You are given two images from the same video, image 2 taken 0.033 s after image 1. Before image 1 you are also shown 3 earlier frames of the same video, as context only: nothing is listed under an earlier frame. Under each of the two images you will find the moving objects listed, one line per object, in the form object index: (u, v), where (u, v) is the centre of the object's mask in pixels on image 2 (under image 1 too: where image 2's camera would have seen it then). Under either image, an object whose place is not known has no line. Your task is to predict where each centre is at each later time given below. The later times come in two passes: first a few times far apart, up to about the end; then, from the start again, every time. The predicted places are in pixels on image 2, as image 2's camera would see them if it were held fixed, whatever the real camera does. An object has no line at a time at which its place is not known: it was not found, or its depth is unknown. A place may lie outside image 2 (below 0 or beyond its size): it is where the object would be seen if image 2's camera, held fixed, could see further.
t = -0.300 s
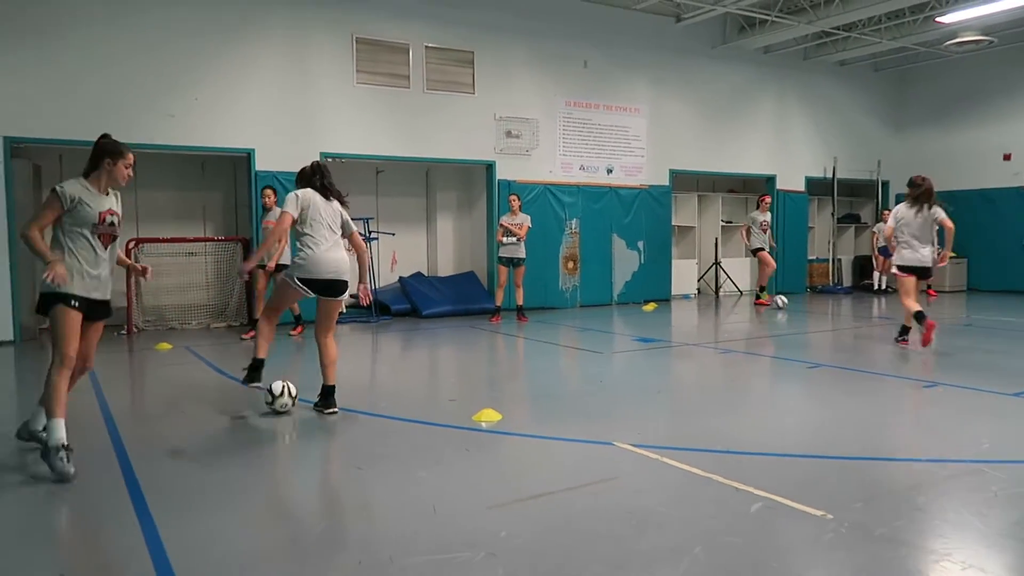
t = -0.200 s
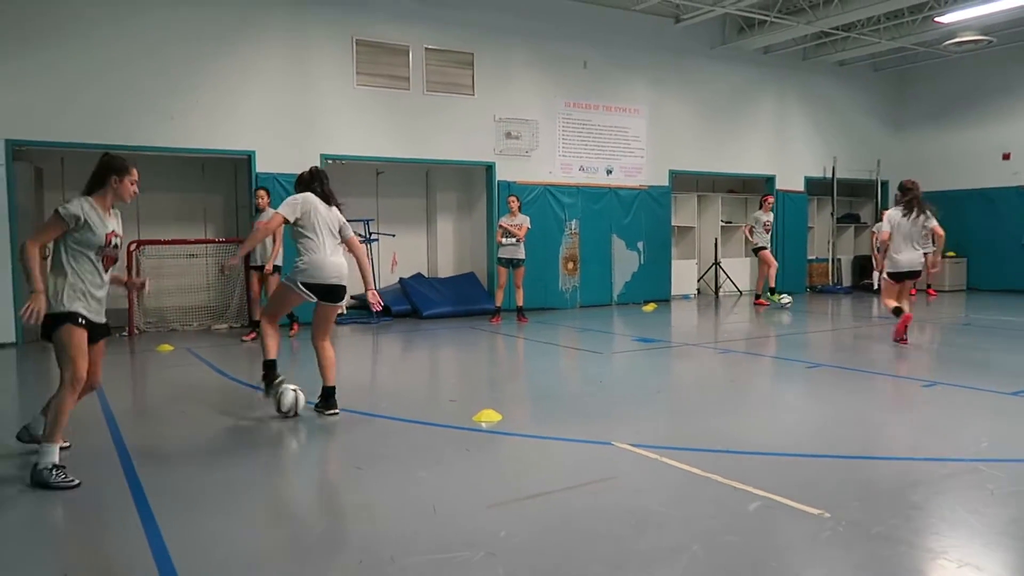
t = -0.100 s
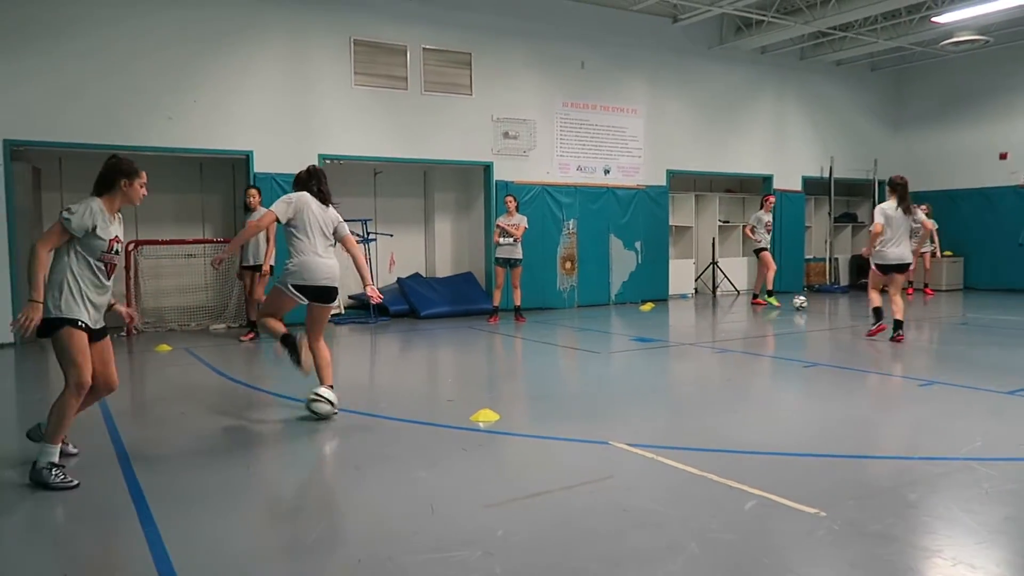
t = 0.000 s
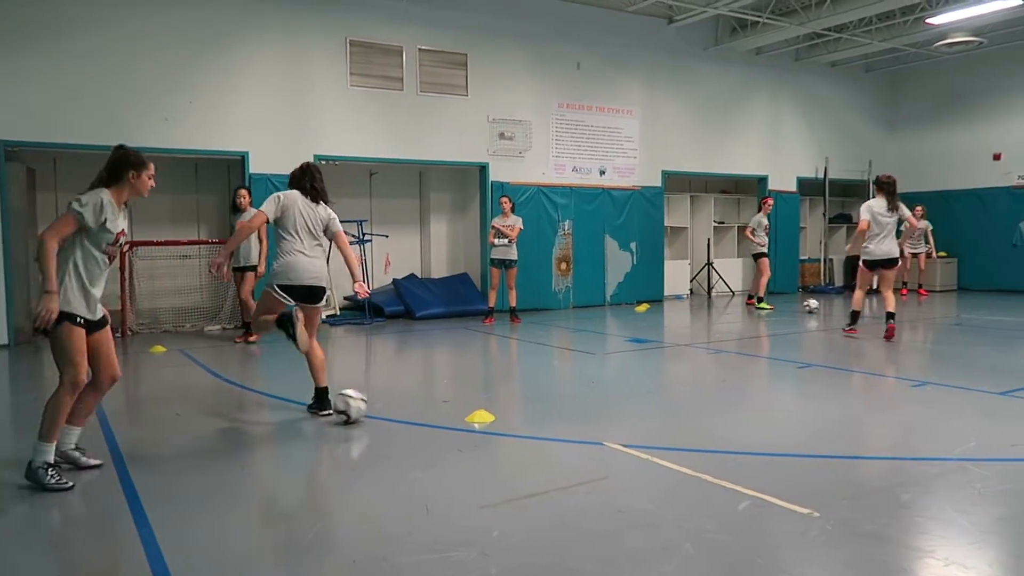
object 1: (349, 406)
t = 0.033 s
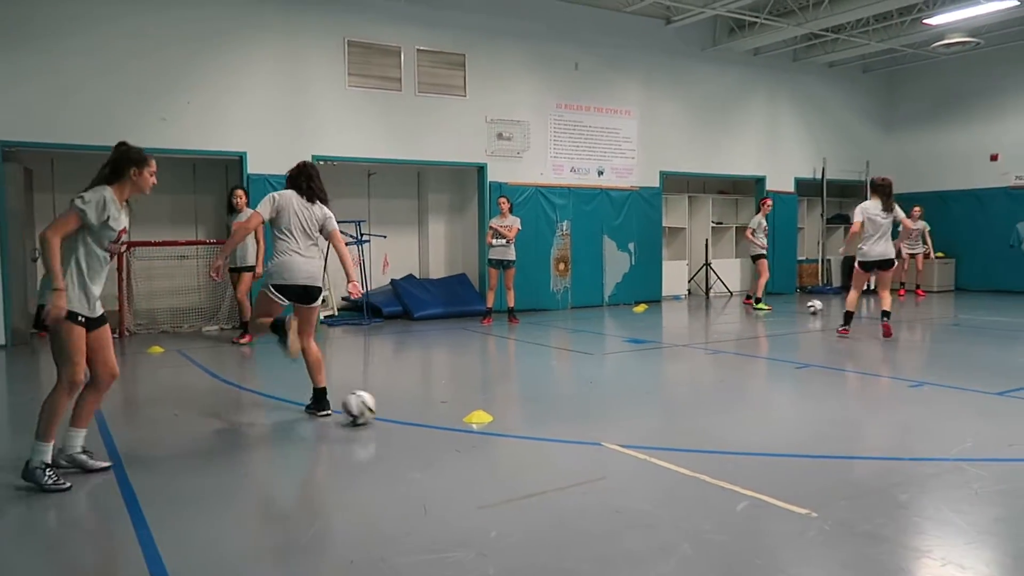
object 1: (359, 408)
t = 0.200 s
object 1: (417, 412)
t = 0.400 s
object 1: (488, 418)
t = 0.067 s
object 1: (371, 408)
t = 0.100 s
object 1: (381, 409)
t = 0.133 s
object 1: (393, 410)
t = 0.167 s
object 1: (405, 410)
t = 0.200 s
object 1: (417, 412)
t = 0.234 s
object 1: (428, 413)
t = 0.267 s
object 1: (439, 413)
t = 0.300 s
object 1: (451, 414)
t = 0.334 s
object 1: (463, 415)
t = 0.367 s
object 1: (475, 417)
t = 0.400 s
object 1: (488, 418)
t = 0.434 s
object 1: (501, 419)
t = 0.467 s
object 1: (513, 420)
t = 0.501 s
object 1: (526, 421)
